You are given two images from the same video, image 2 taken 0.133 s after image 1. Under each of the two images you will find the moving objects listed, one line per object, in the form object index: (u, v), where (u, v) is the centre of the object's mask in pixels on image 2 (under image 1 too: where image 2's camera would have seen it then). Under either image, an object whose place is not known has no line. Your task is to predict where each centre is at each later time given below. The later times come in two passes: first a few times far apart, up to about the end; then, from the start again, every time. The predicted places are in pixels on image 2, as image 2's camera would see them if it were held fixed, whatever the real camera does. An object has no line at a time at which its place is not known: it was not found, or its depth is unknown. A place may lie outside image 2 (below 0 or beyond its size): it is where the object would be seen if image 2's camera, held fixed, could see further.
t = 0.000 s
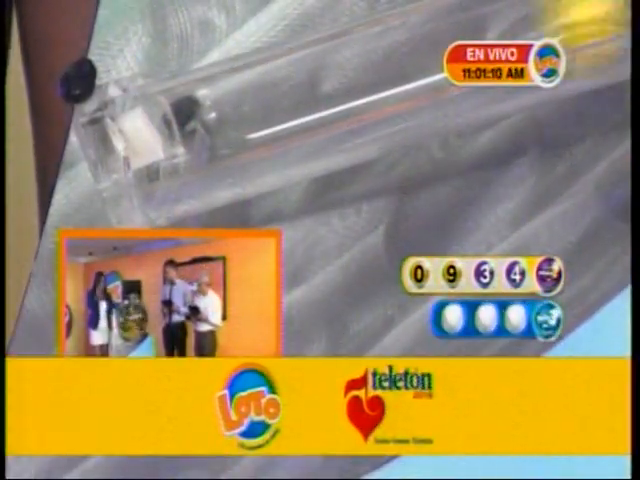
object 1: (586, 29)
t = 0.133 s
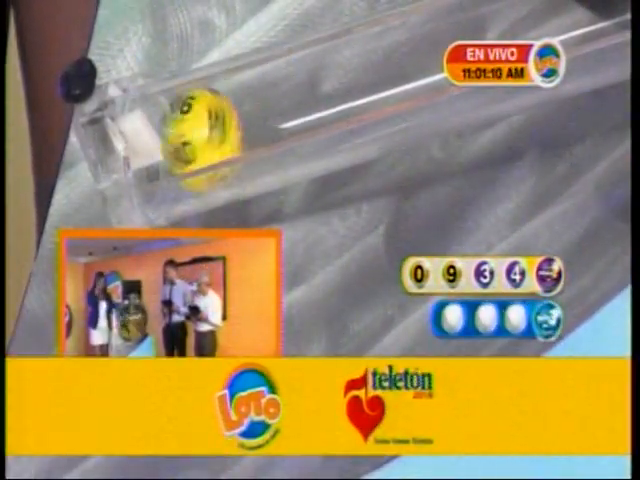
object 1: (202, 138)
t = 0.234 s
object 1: (225, 124)
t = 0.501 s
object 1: (197, 134)
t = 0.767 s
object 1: (197, 134)
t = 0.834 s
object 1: (198, 142)
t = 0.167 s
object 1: (217, 125)
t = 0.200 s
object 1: (226, 132)
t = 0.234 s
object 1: (225, 124)
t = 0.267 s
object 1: (220, 134)
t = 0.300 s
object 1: (205, 132)
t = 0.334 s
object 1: (197, 133)
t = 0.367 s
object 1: (199, 141)
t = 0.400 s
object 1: (198, 134)
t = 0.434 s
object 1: (197, 134)
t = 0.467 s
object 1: (197, 134)
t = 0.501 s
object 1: (197, 134)
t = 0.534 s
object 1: (197, 134)
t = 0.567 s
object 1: (197, 134)
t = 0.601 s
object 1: (197, 134)
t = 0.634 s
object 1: (197, 134)
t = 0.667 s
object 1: (197, 134)
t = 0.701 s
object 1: (197, 134)
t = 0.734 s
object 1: (197, 134)
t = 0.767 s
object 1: (197, 134)
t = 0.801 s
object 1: (197, 134)
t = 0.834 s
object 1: (198, 142)
